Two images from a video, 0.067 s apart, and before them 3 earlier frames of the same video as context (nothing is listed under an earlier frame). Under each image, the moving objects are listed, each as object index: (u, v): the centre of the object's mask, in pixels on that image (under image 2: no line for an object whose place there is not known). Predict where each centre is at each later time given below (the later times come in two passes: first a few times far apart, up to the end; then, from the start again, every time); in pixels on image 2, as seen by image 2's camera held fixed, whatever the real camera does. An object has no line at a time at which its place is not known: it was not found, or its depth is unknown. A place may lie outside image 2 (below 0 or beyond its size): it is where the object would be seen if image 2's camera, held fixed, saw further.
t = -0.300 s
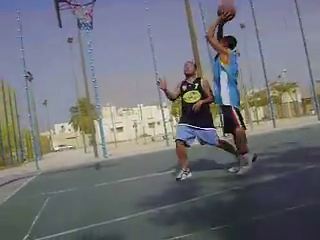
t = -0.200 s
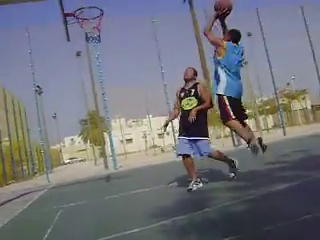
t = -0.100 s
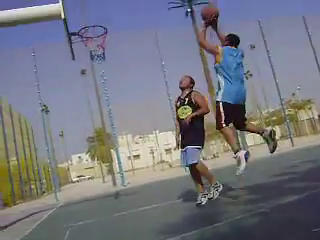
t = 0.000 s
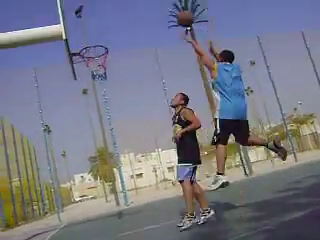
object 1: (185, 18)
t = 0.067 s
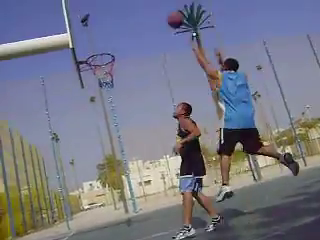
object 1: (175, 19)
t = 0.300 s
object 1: (131, 22)
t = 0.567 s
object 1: (101, 46)
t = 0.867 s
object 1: (99, 56)
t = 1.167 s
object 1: (93, 69)
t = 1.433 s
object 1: (95, 85)
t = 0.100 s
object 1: (167, 18)
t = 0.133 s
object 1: (160, 17)
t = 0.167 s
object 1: (154, 17)
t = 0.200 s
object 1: (148, 17)
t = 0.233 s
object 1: (142, 19)
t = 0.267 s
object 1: (137, 20)
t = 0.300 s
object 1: (131, 22)
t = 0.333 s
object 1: (126, 26)
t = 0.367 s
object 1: (122, 28)
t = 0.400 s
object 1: (118, 32)
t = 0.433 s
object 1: (113, 36)
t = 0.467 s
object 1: (109, 41)
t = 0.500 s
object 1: (105, 46)
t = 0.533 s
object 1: (103, 47)
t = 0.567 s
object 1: (101, 46)
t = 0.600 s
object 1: (100, 46)
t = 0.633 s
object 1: (98, 48)
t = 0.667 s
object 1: (97, 49)
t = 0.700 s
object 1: (96, 50)
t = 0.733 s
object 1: (95, 54)
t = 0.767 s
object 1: (94, 57)
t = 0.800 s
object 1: (94, 58)
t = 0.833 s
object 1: (96, 57)
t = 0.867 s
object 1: (99, 56)
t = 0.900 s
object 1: (101, 56)
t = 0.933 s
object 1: (105, 57)
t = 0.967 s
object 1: (106, 57)
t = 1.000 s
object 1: (103, 59)
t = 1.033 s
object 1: (101, 60)
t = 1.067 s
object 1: (99, 62)
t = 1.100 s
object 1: (97, 64)
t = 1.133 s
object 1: (94, 67)
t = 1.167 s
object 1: (93, 69)
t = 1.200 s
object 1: (91, 71)
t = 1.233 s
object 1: (91, 72)
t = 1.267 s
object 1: (91, 73)
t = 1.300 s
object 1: (91, 77)
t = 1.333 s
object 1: (93, 78)
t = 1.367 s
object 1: (93, 79)
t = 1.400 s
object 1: (94, 81)
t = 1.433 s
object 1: (95, 85)
